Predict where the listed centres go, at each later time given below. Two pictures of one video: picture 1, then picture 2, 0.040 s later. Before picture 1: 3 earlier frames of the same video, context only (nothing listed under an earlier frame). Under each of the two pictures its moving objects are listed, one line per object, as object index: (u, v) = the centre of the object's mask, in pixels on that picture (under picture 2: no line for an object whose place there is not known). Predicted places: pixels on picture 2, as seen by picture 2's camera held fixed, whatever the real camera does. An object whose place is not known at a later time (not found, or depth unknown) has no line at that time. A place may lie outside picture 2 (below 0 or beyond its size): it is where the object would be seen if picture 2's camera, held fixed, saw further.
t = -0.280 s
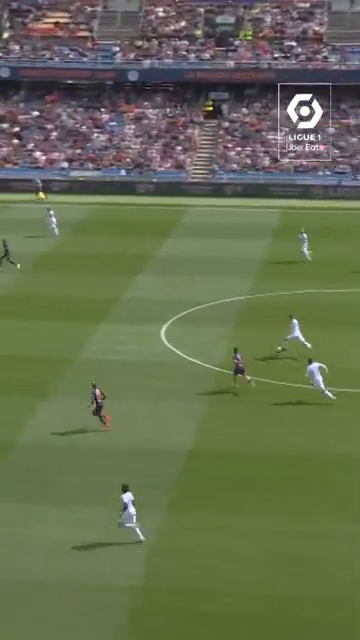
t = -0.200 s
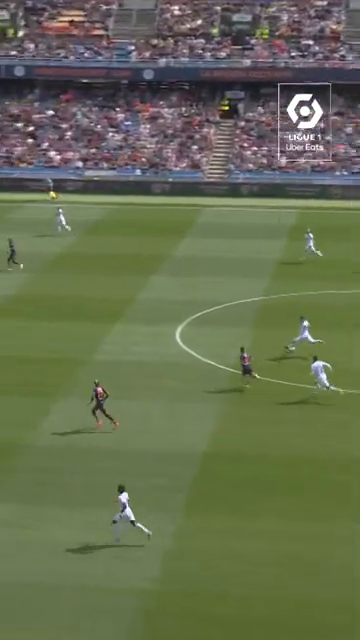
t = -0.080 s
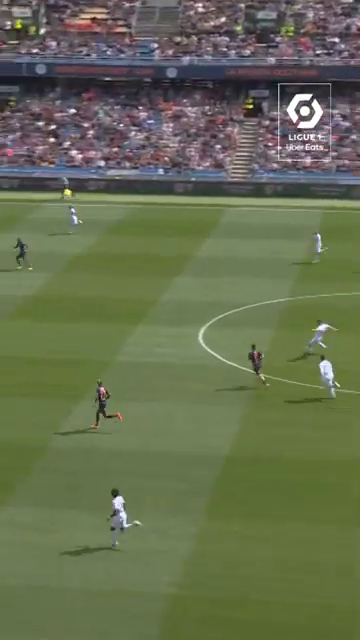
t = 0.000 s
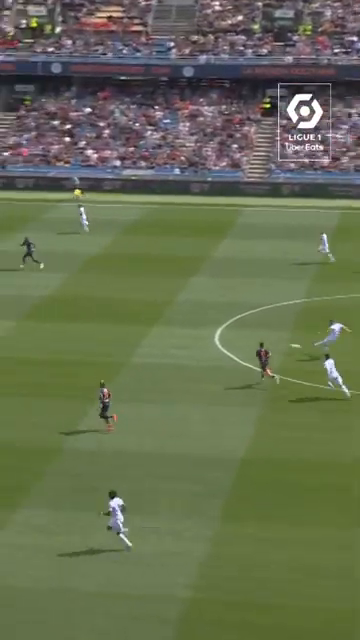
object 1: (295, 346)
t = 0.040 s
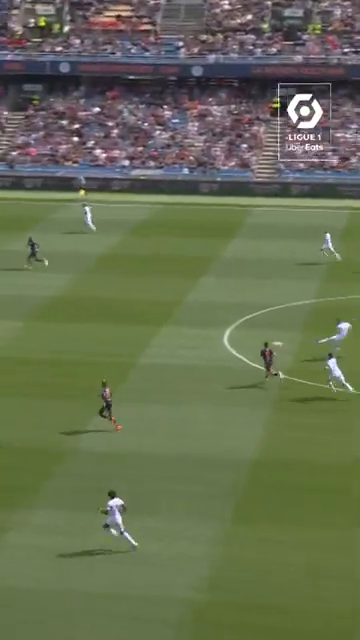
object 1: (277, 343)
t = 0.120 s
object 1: (224, 340)
